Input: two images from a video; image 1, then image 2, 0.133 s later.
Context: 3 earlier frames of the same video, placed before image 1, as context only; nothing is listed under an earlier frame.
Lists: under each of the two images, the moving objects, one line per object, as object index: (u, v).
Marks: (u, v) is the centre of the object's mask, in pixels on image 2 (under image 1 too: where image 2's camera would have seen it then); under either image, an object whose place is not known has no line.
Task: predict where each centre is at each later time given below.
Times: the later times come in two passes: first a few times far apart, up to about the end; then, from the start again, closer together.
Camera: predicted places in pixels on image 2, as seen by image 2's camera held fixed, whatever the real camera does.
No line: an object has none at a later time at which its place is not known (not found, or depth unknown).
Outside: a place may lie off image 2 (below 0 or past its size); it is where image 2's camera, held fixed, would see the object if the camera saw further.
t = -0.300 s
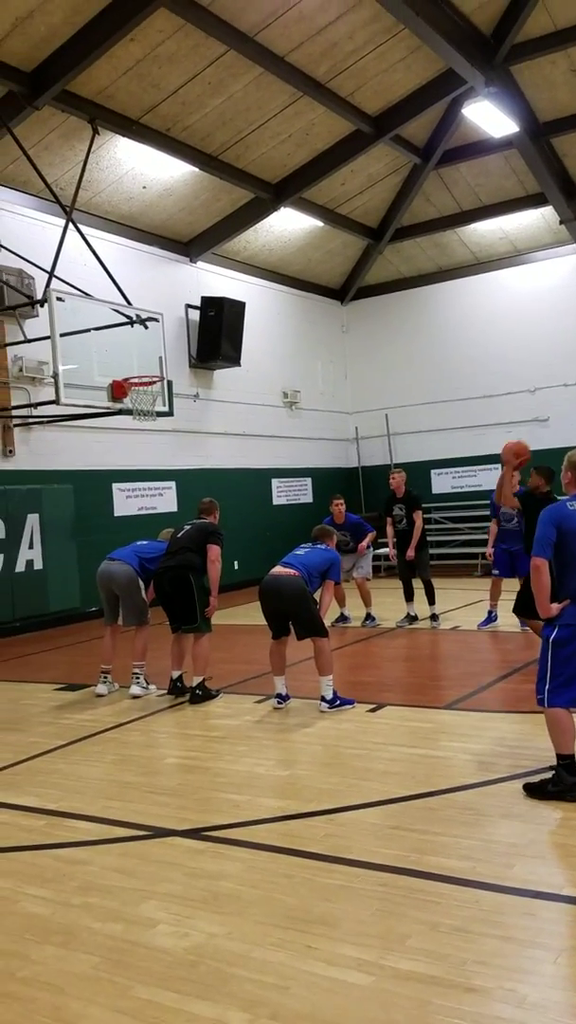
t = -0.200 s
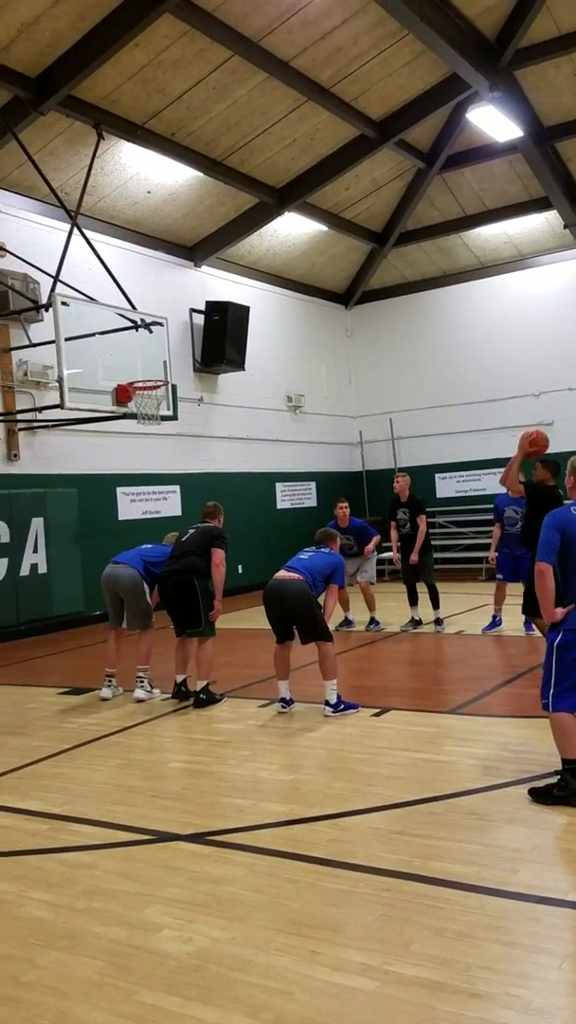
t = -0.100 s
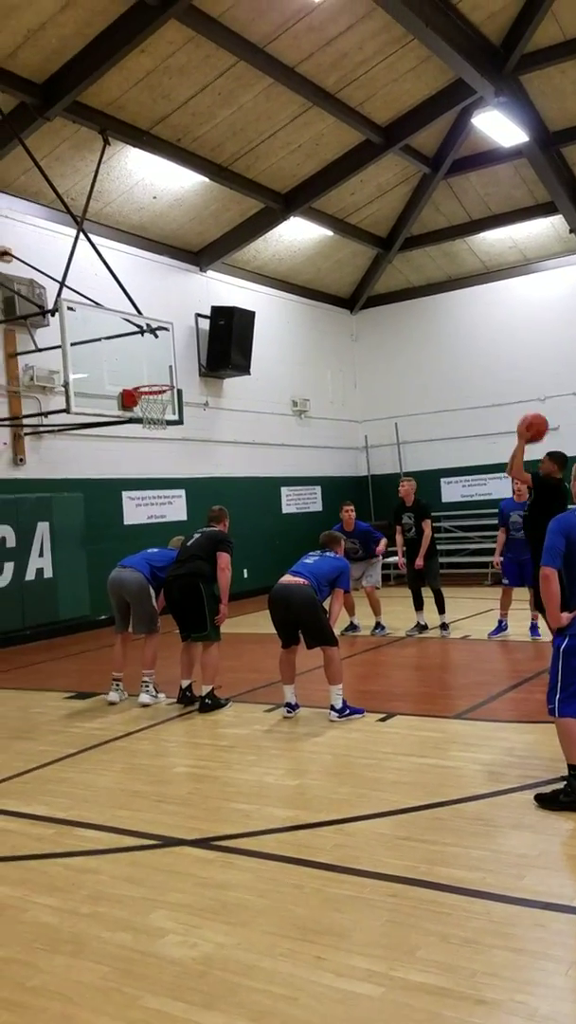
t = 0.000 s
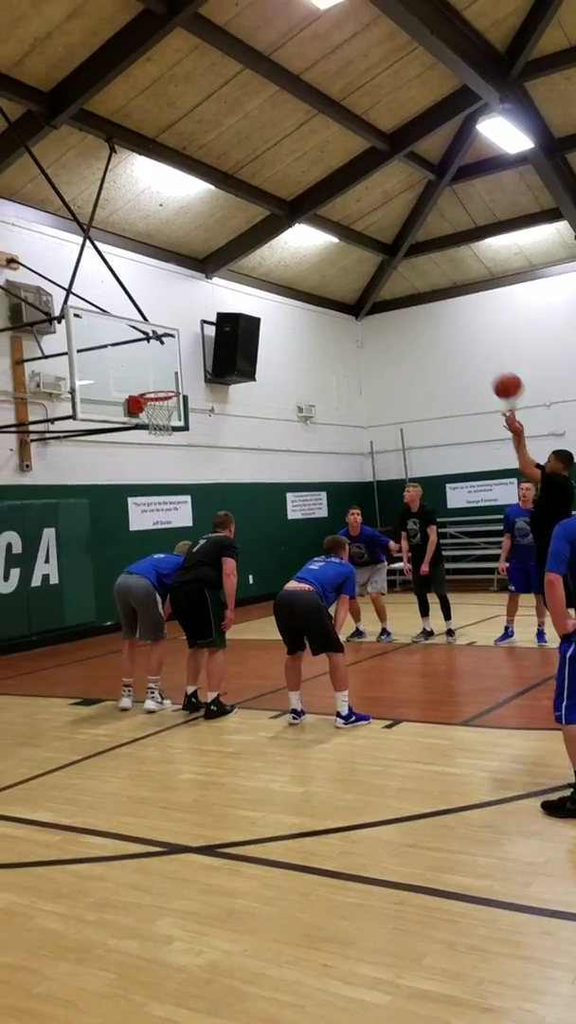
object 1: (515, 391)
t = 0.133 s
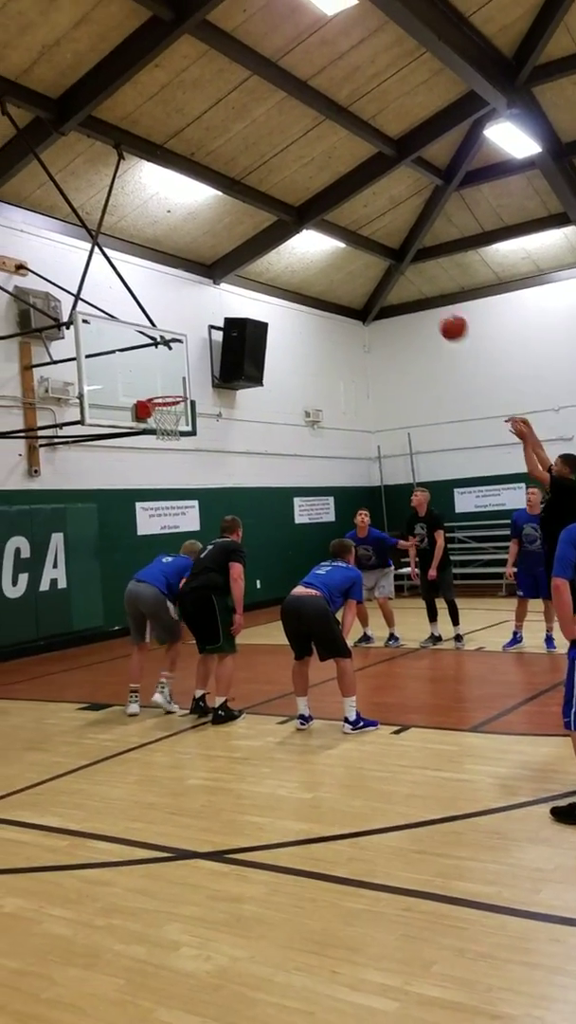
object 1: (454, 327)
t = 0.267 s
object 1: (398, 287)
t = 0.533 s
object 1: (305, 268)
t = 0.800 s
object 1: (229, 316)
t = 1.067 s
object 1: (164, 415)
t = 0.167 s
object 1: (439, 314)
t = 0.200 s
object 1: (425, 304)
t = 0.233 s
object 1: (412, 296)
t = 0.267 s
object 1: (398, 287)
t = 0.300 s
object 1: (386, 280)
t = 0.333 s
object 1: (374, 275)
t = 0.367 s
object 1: (362, 271)
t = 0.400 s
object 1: (350, 268)
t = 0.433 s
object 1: (338, 267)
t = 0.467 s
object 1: (327, 266)
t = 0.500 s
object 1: (316, 267)
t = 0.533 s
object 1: (305, 268)
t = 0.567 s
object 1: (295, 271)
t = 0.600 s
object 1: (285, 275)
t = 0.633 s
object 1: (275, 279)
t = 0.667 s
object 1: (265, 283)
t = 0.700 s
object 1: (256, 290)
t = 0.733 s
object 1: (246, 298)
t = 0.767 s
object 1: (237, 306)
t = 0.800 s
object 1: (229, 316)
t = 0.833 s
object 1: (220, 325)
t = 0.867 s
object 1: (212, 335)
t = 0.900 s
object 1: (203, 346)
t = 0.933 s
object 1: (195, 359)
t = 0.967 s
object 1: (187, 372)
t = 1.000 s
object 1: (179, 385)
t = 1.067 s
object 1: (164, 415)
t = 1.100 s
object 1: (159, 425)
